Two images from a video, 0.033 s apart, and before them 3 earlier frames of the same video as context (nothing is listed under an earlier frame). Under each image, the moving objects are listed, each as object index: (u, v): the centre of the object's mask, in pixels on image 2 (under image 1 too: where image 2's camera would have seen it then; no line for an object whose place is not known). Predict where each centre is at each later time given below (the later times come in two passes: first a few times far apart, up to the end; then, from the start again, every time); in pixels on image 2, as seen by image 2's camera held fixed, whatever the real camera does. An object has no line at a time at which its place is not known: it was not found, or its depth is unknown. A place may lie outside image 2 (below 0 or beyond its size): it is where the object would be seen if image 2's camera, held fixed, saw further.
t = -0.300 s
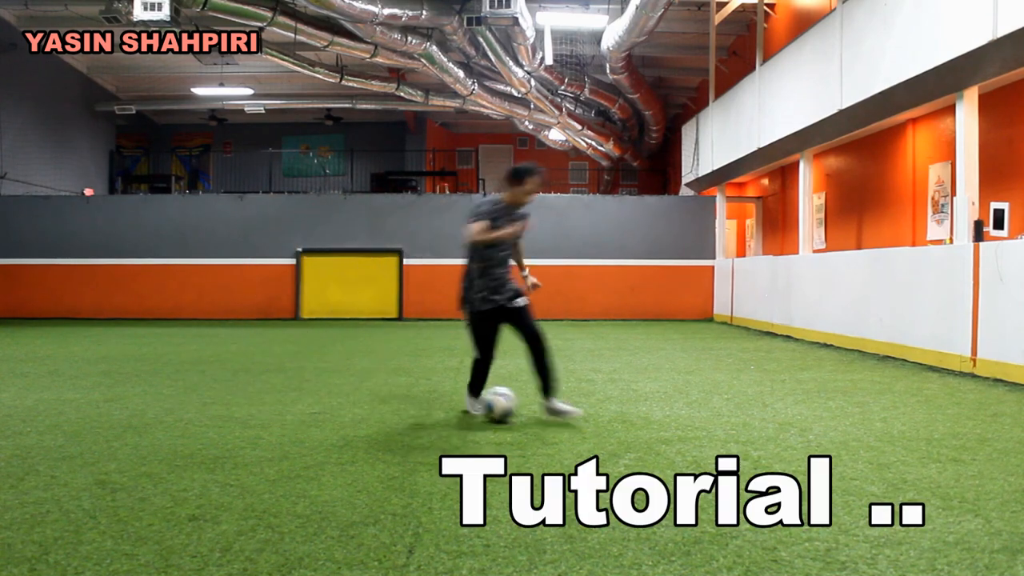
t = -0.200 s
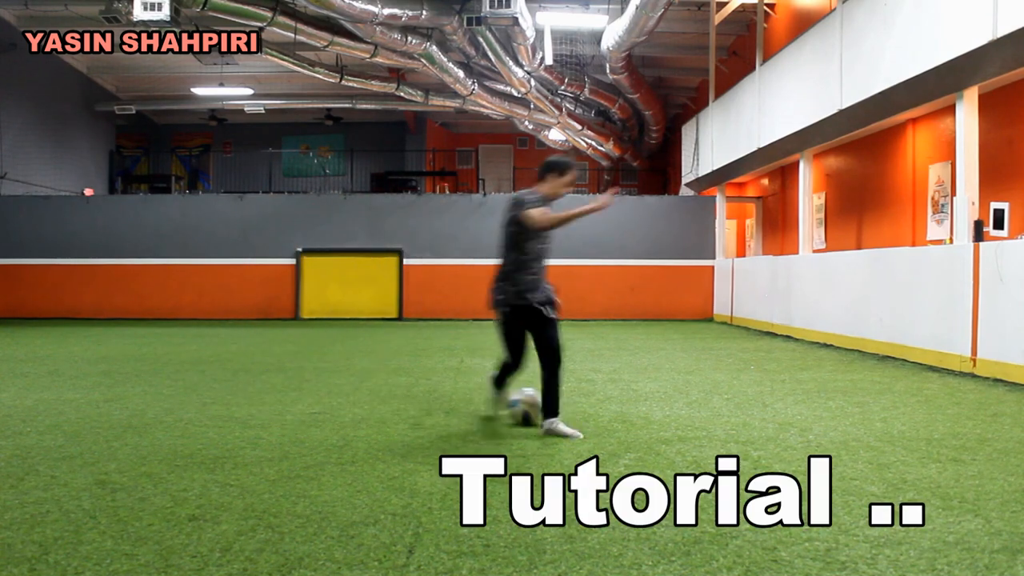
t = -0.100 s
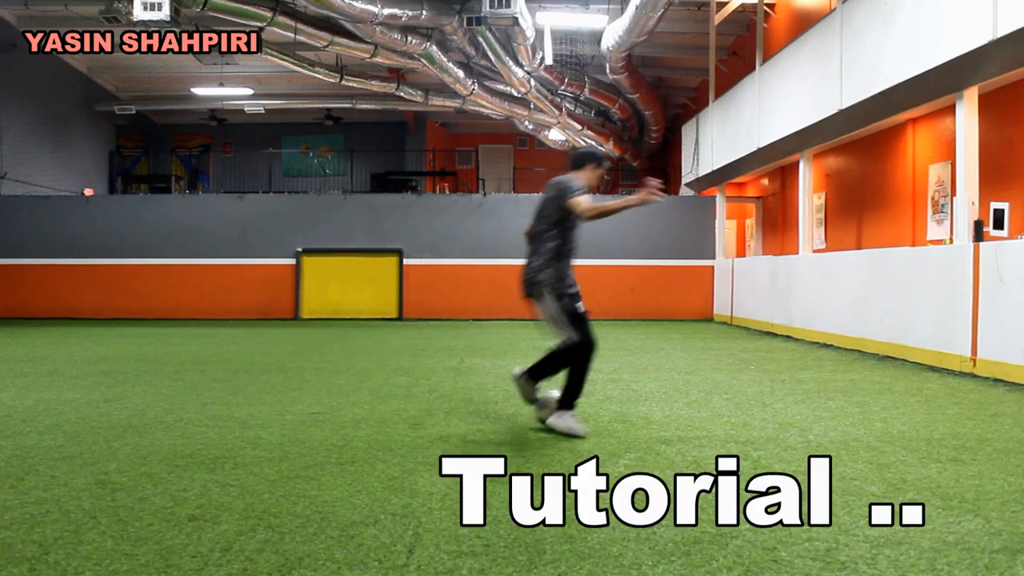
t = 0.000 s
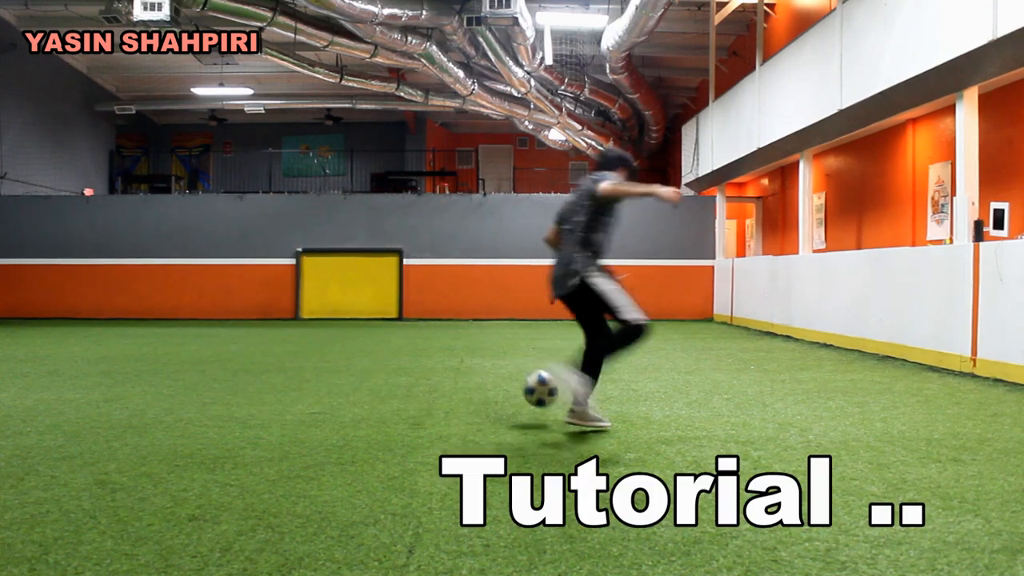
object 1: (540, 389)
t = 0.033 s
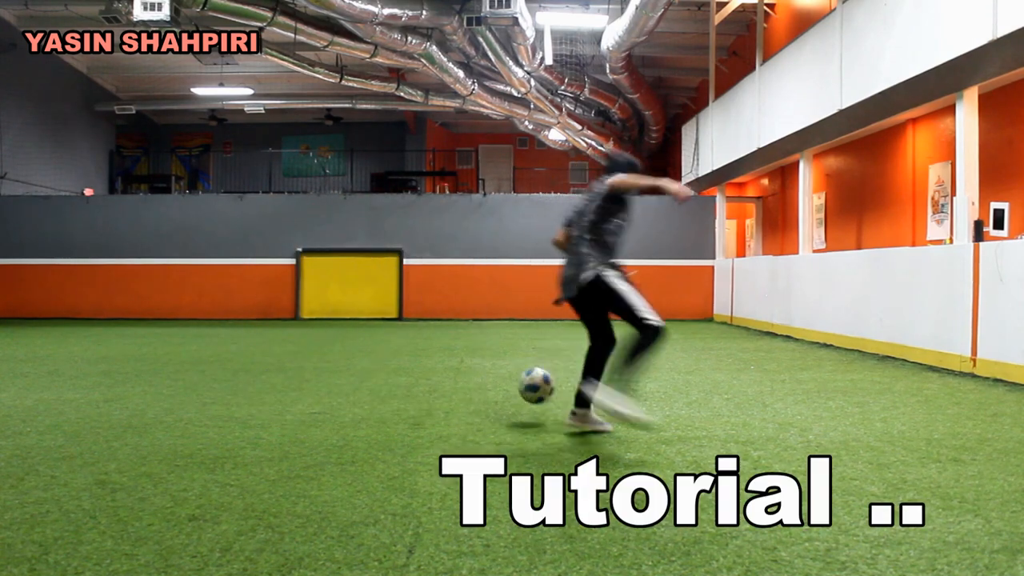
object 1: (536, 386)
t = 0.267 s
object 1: (512, 393)
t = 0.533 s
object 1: (509, 390)
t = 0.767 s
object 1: (501, 389)
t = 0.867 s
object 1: (498, 388)
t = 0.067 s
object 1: (532, 384)
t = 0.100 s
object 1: (527, 384)
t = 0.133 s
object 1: (523, 386)
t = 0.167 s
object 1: (520, 390)
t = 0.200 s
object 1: (515, 395)
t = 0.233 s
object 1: (513, 397)
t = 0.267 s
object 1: (512, 393)
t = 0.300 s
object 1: (512, 389)
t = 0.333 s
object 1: (512, 388)
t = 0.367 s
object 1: (512, 388)
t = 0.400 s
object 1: (512, 389)
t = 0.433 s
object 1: (512, 393)
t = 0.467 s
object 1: (511, 394)
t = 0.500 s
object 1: (510, 391)
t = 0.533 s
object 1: (509, 390)
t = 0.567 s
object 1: (508, 390)
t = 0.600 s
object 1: (506, 392)
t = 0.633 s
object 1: (505, 391)
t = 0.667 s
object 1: (504, 390)
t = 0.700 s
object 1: (503, 390)
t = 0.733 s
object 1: (502, 390)
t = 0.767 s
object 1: (501, 389)
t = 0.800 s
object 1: (500, 389)
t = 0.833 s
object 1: (499, 388)
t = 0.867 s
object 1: (498, 388)
